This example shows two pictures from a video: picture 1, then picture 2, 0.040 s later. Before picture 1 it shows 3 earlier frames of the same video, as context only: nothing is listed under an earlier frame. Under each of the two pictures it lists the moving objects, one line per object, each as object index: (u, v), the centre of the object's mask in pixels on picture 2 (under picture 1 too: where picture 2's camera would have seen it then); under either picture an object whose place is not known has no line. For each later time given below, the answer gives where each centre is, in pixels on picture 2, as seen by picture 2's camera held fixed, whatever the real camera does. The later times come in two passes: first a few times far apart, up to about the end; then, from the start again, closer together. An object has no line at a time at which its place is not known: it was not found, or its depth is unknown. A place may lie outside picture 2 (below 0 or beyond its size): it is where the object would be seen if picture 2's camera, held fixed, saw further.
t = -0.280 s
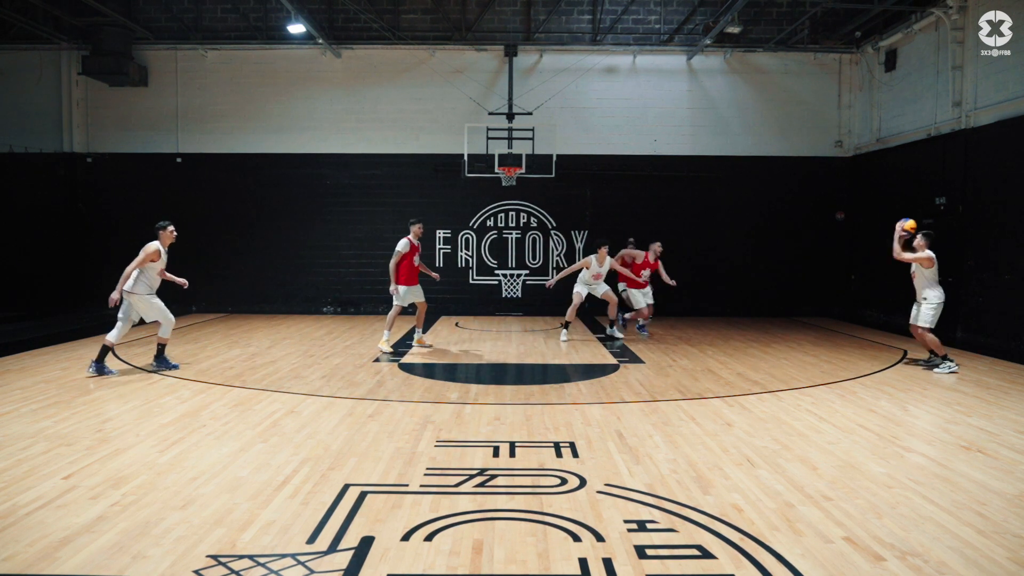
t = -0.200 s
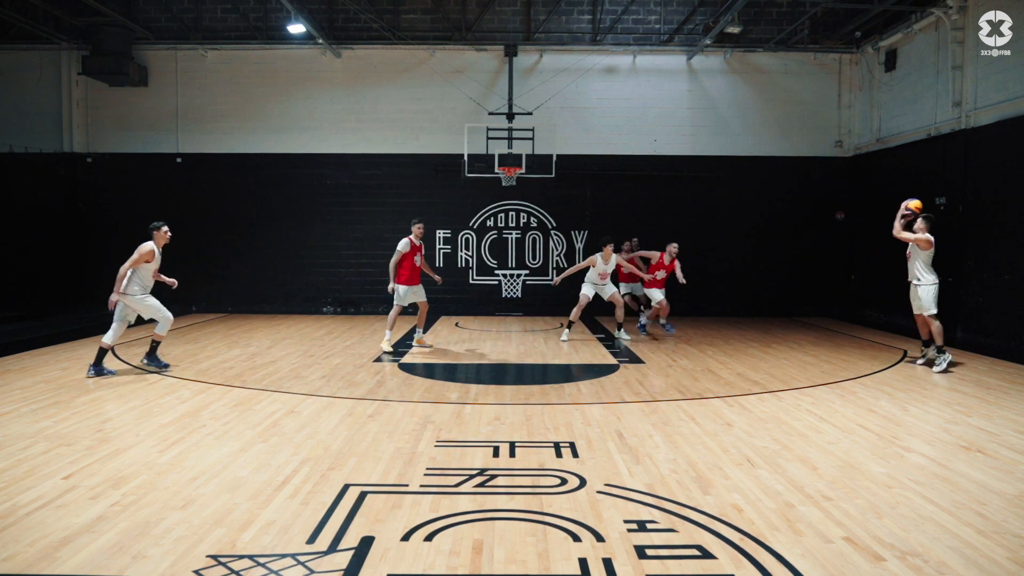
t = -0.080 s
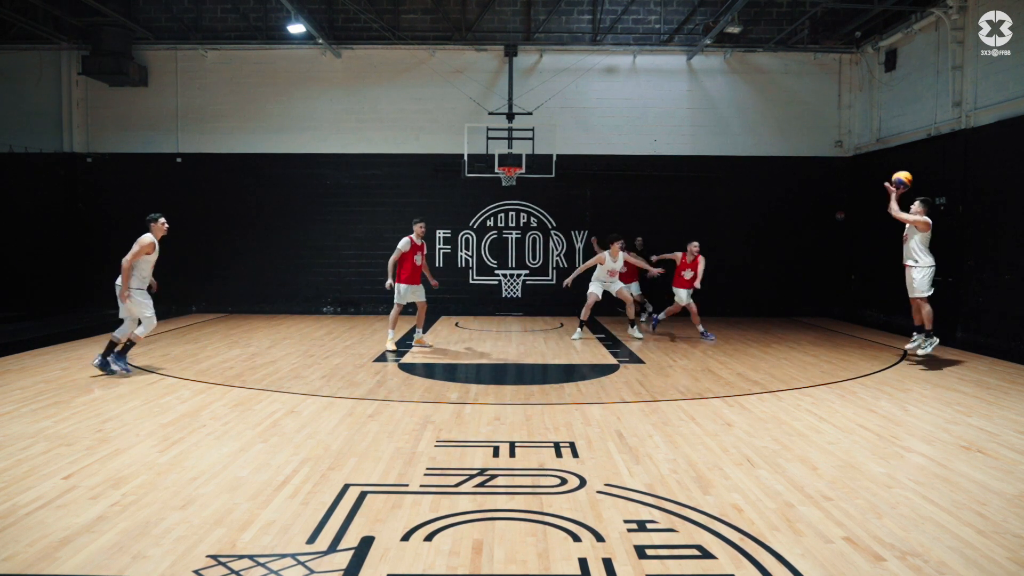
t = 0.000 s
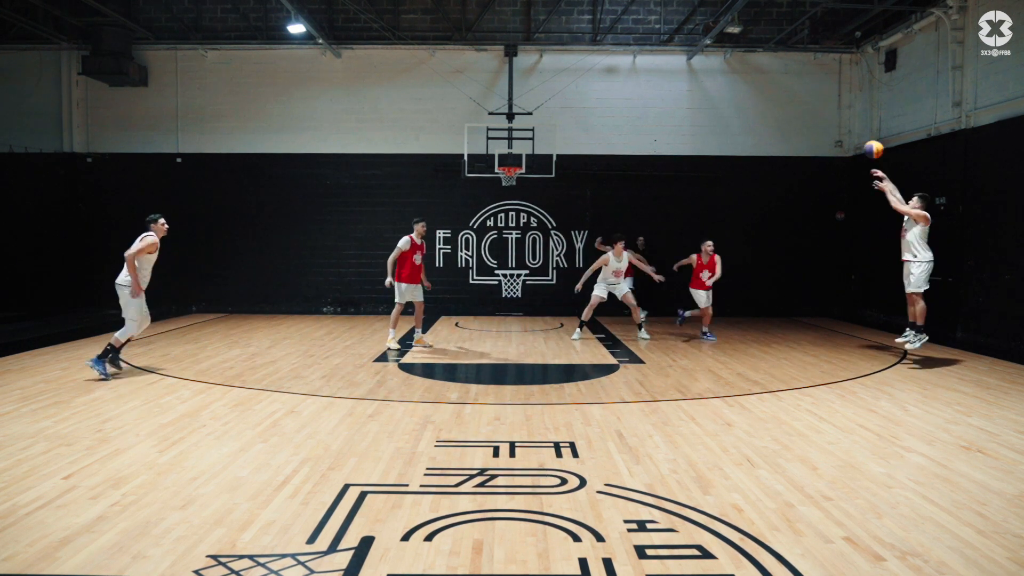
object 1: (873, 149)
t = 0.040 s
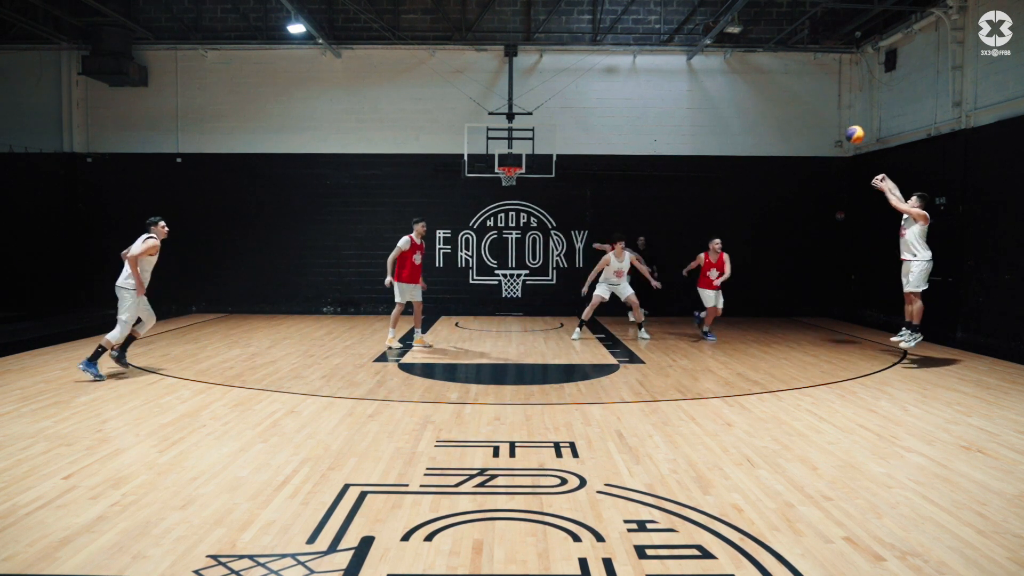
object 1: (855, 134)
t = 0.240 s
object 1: (770, 84)
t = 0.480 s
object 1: (683, 63)
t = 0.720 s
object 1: (611, 77)
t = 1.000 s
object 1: (540, 128)
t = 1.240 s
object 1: (516, 177)
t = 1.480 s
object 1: (511, 186)
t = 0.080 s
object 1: (837, 122)
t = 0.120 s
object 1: (819, 110)
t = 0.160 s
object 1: (802, 99)
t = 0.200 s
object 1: (786, 91)
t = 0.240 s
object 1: (770, 84)
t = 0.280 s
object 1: (754, 77)
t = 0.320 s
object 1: (740, 72)
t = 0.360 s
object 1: (725, 68)
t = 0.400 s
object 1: (710, 65)
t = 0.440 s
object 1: (697, 63)
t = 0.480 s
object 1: (683, 63)
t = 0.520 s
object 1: (671, 63)
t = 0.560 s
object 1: (658, 64)
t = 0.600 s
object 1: (646, 66)
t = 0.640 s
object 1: (634, 68)
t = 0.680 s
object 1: (622, 72)
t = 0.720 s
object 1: (611, 77)
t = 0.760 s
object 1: (600, 82)
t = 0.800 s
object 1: (589, 88)
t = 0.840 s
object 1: (579, 95)
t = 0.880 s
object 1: (569, 102)
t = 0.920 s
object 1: (558, 110)
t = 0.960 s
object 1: (549, 119)
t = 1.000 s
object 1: (540, 128)
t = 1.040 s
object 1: (529, 137)
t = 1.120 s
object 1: (513, 157)
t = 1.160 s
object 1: (505, 166)
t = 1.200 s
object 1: (513, 177)
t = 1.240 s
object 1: (516, 177)
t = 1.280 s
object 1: (517, 174)
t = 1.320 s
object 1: (516, 176)
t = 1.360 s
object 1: (515, 178)
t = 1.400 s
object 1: (515, 181)
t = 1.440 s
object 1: (512, 183)
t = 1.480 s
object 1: (511, 186)
